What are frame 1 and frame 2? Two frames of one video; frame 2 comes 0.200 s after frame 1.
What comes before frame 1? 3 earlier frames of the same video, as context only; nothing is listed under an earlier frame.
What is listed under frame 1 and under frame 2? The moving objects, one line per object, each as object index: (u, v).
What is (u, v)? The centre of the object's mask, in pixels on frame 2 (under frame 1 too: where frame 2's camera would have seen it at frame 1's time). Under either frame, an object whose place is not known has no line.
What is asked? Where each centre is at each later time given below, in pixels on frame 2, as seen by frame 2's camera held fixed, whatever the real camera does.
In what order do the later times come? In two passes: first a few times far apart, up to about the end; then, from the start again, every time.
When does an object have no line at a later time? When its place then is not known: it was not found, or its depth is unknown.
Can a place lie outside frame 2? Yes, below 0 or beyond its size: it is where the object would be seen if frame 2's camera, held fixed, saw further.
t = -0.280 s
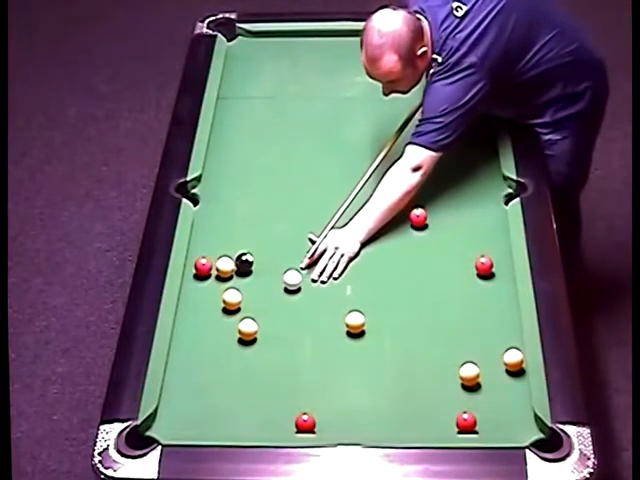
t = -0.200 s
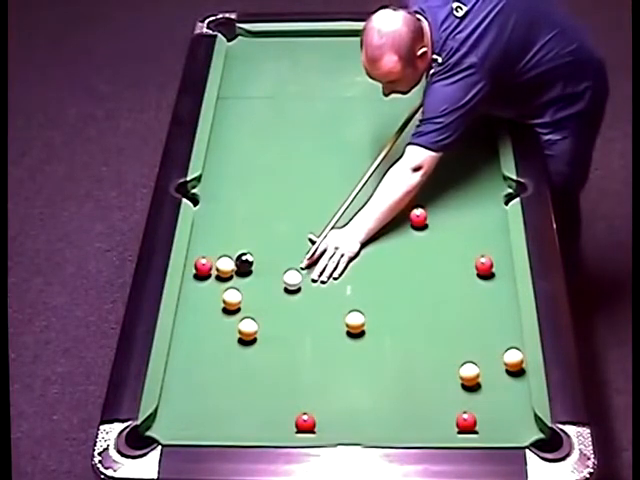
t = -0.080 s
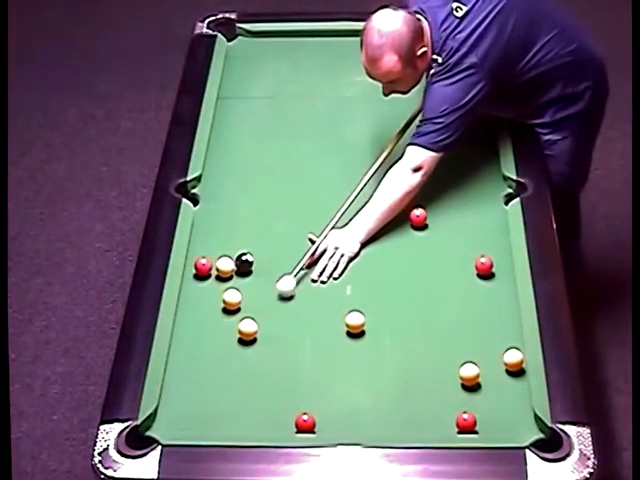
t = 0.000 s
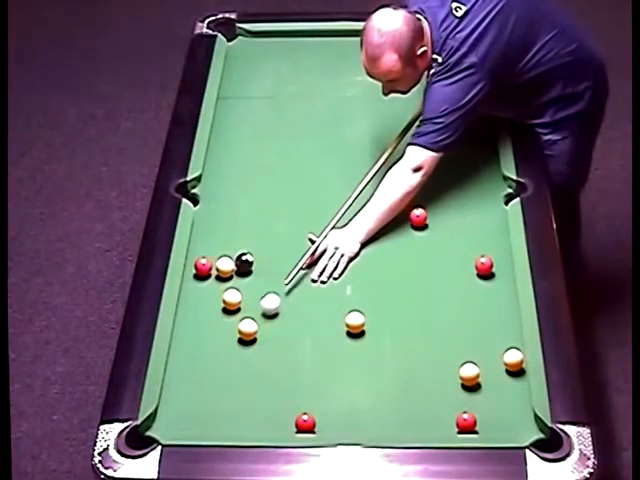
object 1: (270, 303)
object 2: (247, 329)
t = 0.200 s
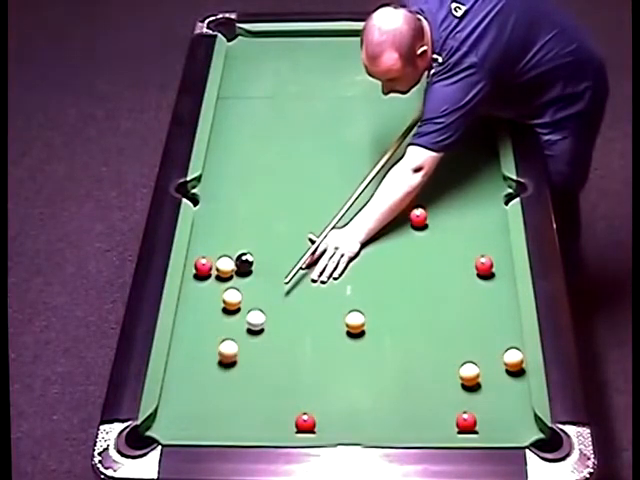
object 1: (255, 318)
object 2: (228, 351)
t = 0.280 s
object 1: (253, 321)
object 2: (218, 362)
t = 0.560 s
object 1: (246, 328)
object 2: (186, 398)
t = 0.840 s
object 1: (240, 334)
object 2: (154, 434)
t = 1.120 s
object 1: (236, 339)
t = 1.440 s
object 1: (233, 341)
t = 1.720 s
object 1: (233, 341)
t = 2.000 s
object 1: (233, 341)
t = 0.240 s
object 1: (254, 320)
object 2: (223, 356)
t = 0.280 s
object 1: (253, 321)
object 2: (218, 362)
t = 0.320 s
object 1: (252, 322)
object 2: (214, 367)
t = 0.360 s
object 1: (250, 323)
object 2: (209, 372)
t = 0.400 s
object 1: (249, 325)
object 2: (204, 377)
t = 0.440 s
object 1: (248, 325)
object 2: (200, 383)
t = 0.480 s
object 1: (247, 326)
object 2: (195, 388)
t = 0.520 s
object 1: (246, 327)
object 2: (190, 393)
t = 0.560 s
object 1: (246, 328)
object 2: (186, 398)
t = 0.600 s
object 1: (245, 329)
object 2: (181, 404)
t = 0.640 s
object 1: (244, 330)
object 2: (177, 409)
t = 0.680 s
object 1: (243, 331)
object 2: (172, 414)
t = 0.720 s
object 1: (242, 332)
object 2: (167, 420)
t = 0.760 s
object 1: (241, 332)
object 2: (163, 424)
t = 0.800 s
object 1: (240, 333)
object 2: (158, 429)
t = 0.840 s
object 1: (240, 334)
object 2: (154, 434)
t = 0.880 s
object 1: (239, 335)
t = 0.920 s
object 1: (238, 336)
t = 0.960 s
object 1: (237, 336)
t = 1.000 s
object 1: (237, 337)
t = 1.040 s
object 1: (236, 337)
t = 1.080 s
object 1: (236, 338)
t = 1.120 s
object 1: (236, 339)
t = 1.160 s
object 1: (235, 339)
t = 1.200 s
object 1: (235, 339)
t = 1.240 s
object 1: (234, 340)
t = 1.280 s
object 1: (234, 340)
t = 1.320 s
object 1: (233, 341)
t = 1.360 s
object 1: (233, 341)
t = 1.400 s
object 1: (233, 341)
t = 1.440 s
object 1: (233, 341)
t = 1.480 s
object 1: (233, 341)
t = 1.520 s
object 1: (233, 341)
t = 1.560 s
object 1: (233, 341)
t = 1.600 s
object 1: (233, 341)
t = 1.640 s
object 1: (233, 341)
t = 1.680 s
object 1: (233, 341)
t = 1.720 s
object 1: (233, 341)
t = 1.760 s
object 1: (233, 341)
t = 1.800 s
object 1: (233, 341)
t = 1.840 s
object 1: (233, 341)
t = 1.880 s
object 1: (233, 341)
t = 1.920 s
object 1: (233, 341)
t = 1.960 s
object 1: (233, 341)
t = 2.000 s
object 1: (233, 341)
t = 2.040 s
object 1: (233, 341)
